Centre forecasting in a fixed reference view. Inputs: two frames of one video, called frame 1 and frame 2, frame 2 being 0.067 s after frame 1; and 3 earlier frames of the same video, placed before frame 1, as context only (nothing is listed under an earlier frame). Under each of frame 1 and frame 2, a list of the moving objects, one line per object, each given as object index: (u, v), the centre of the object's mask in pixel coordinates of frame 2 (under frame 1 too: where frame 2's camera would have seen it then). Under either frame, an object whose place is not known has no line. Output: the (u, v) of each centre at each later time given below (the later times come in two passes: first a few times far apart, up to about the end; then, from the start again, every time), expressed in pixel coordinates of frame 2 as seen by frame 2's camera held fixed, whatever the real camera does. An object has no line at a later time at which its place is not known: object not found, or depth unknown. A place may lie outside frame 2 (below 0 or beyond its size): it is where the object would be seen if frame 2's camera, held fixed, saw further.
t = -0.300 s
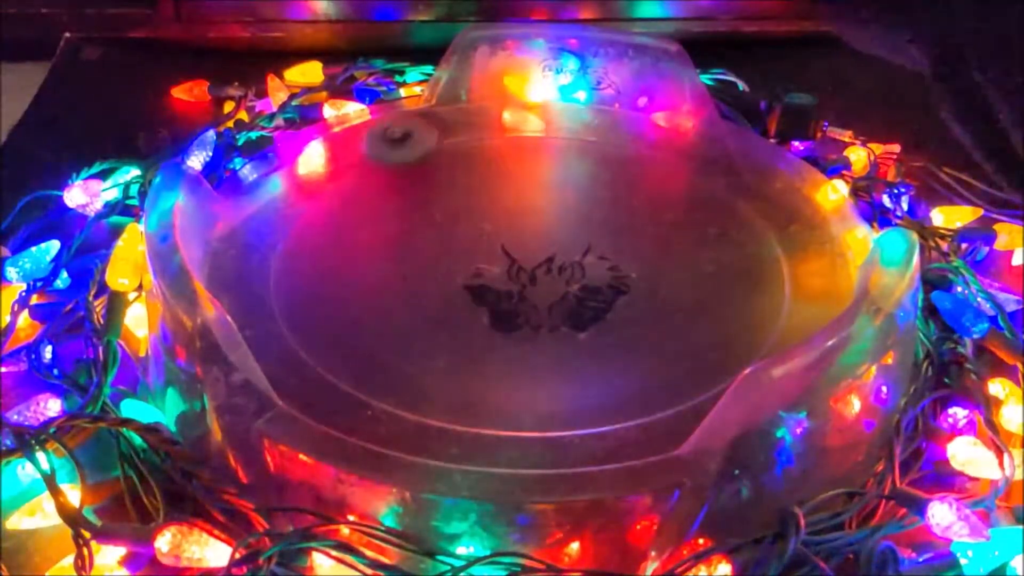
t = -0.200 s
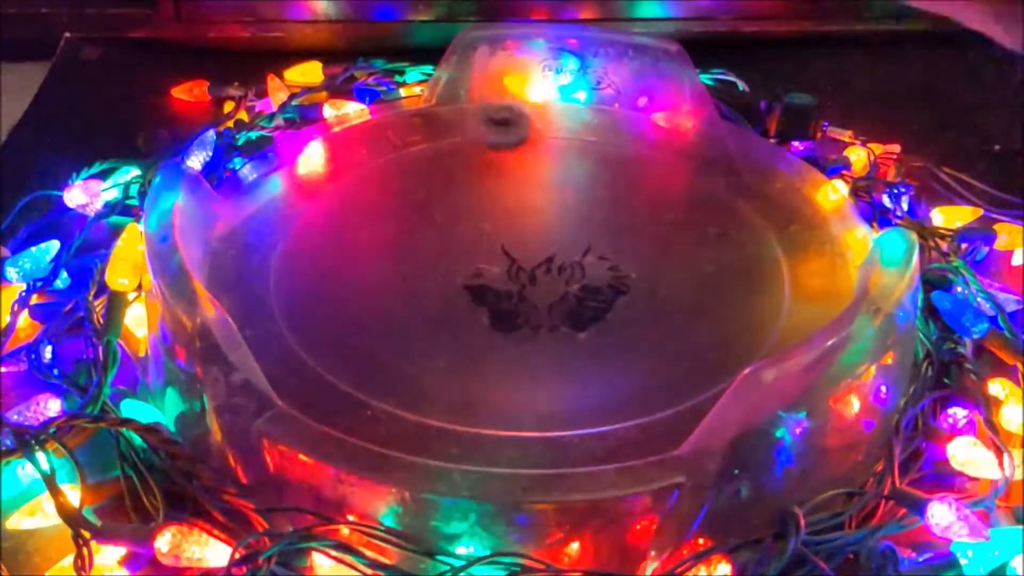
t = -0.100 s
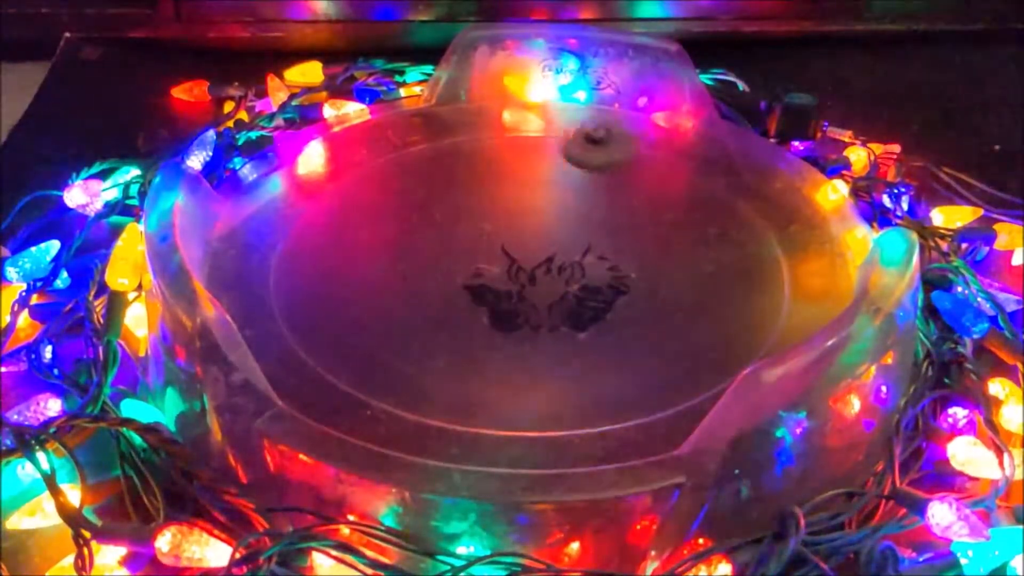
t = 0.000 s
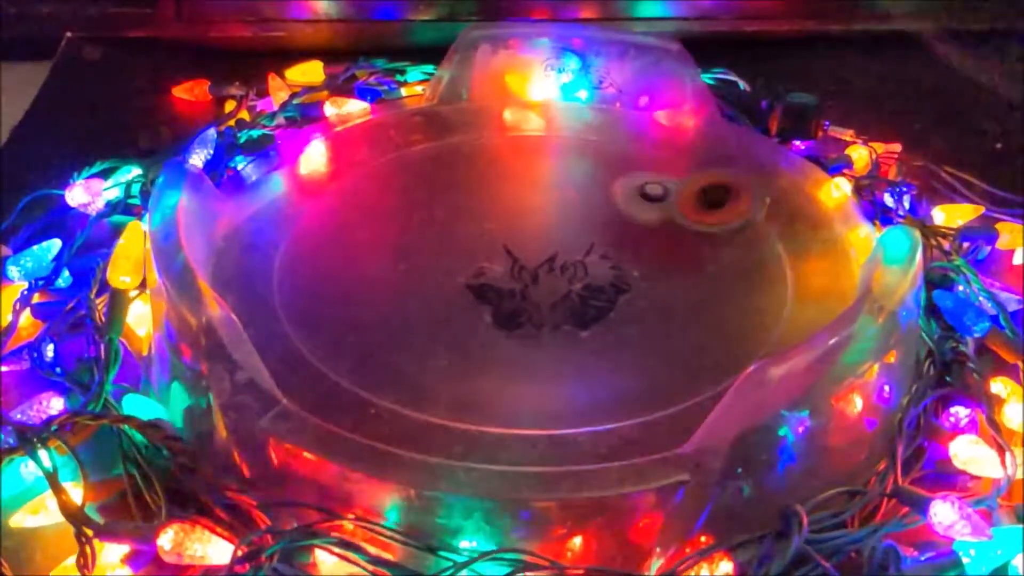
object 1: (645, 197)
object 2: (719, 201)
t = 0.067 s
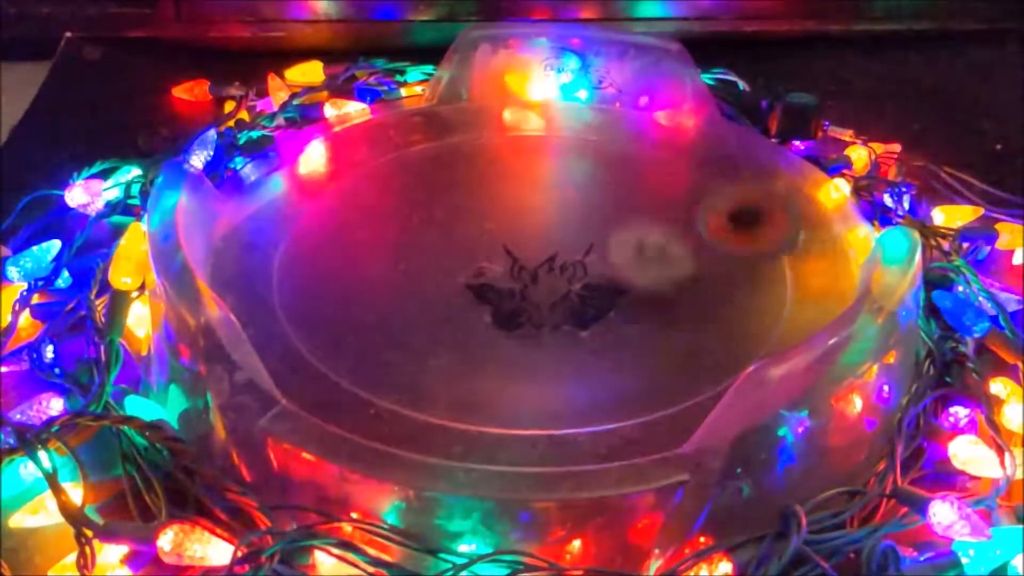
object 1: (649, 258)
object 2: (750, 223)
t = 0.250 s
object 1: (485, 362)
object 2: (723, 298)
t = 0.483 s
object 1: (287, 243)
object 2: (662, 303)
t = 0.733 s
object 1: (500, 191)
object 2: (607, 305)
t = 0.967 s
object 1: (652, 313)
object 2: (542, 330)
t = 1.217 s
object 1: (486, 393)
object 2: (400, 323)
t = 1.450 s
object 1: (364, 333)
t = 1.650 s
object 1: (456, 308)
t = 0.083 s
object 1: (646, 273)
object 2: (757, 238)
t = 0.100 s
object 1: (638, 281)
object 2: (762, 263)
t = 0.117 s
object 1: (631, 295)
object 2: (761, 266)
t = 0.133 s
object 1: (622, 309)
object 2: (758, 271)
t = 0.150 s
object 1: (609, 321)
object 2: (755, 280)
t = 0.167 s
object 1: (596, 331)
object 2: (750, 284)
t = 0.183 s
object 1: (580, 340)
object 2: (745, 288)
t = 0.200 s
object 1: (559, 347)
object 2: (740, 291)
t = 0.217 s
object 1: (536, 354)
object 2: (735, 293)
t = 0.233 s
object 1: (512, 360)
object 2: (728, 296)
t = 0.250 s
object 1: (485, 362)
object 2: (723, 298)
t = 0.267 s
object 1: (460, 362)
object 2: (718, 298)
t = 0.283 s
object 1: (433, 361)
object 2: (713, 300)
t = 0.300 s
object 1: (409, 358)
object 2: (708, 300)
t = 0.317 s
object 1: (384, 354)
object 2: (704, 300)
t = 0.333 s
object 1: (361, 349)
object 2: (699, 301)
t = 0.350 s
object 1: (339, 342)
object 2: (695, 301)
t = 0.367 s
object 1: (320, 333)
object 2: (691, 301)
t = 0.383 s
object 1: (310, 316)
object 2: (686, 301)
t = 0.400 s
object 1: (301, 303)
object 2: (682, 301)
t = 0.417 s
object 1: (293, 293)
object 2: (678, 302)
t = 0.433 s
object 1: (285, 280)
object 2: (674, 302)
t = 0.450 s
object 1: (281, 267)
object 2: (670, 302)
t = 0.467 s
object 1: (285, 256)
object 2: (666, 302)
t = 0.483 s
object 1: (287, 243)
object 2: (662, 303)
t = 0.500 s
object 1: (293, 231)
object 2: (658, 303)
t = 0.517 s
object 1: (300, 222)
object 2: (653, 303)
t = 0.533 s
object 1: (307, 212)
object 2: (650, 303)
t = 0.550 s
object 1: (316, 204)
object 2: (647, 302)
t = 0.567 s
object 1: (328, 198)
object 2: (642, 303)
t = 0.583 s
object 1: (342, 194)
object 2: (639, 302)
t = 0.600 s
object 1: (356, 188)
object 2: (635, 303)
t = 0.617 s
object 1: (373, 185)
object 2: (631, 304)
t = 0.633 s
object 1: (390, 182)
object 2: (628, 304)
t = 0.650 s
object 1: (407, 180)
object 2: (624, 304)
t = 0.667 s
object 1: (423, 179)
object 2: (620, 304)
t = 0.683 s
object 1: (443, 181)
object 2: (616, 303)
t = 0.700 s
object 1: (461, 183)
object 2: (613, 304)
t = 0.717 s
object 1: (479, 186)
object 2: (610, 305)
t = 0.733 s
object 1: (500, 191)
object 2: (607, 305)
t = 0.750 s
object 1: (521, 196)
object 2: (605, 306)
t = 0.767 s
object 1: (541, 204)
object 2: (602, 306)
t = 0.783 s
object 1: (553, 211)
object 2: (599, 307)
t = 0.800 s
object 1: (572, 221)
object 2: (596, 308)
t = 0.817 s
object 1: (586, 228)
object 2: (594, 309)
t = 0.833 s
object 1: (600, 237)
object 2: (590, 311)
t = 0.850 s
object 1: (610, 247)
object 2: (588, 311)
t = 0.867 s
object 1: (618, 257)
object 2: (585, 312)
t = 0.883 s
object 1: (626, 267)
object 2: (583, 314)
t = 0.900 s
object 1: (633, 278)
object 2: (578, 316)
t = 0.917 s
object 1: (638, 289)
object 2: (573, 317)
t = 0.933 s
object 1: (643, 297)
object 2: (562, 318)
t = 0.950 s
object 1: (648, 303)
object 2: (552, 321)
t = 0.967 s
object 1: (652, 313)
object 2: (542, 330)
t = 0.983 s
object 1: (654, 319)
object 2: (527, 340)
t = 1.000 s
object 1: (654, 326)
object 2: (516, 338)
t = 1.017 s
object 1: (650, 333)
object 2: (505, 340)
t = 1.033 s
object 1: (644, 340)
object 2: (494, 347)
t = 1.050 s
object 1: (636, 348)
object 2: (486, 347)
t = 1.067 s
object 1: (624, 356)
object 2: (479, 348)
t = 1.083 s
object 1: (610, 363)
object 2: (473, 348)
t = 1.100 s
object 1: (594, 371)
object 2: (468, 348)
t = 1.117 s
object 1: (573, 378)
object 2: (464, 347)
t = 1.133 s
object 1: (553, 384)
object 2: (460, 347)
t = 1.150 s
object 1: (536, 387)
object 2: (457, 347)
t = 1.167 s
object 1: (521, 391)
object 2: (447, 341)
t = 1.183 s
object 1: (512, 393)
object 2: (429, 335)
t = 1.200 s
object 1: (502, 399)
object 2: (415, 331)
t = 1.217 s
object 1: (486, 393)
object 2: (400, 323)
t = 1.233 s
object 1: (473, 391)
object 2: (387, 318)
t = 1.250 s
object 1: (458, 386)
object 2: (377, 312)
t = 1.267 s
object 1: (445, 384)
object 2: (370, 306)
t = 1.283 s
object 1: (431, 381)
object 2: (361, 300)
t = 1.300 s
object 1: (418, 378)
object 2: (357, 296)
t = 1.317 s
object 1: (405, 373)
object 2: (354, 291)
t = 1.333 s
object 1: (393, 367)
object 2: (350, 287)
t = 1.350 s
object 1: (382, 362)
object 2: (349, 283)
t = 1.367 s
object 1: (370, 355)
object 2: (348, 279)
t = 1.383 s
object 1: (364, 347)
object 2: (347, 276)
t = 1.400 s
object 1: (357, 339)
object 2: (346, 274)
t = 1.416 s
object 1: (354, 330)
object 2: (346, 271)
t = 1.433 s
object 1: (356, 327)
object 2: (334, 261)
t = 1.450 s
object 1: (364, 333)
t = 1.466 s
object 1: (372, 335)
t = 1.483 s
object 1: (378, 337)
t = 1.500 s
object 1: (385, 337)
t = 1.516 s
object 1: (390, 336)
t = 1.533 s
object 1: (395, 334)
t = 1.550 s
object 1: (399, 330)
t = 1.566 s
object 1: (406, 327)
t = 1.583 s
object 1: (413, 322)
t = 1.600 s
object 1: (421, 318)
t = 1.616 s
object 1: (431, 314)
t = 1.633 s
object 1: (443, 312)
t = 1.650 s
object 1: (456, 308)
